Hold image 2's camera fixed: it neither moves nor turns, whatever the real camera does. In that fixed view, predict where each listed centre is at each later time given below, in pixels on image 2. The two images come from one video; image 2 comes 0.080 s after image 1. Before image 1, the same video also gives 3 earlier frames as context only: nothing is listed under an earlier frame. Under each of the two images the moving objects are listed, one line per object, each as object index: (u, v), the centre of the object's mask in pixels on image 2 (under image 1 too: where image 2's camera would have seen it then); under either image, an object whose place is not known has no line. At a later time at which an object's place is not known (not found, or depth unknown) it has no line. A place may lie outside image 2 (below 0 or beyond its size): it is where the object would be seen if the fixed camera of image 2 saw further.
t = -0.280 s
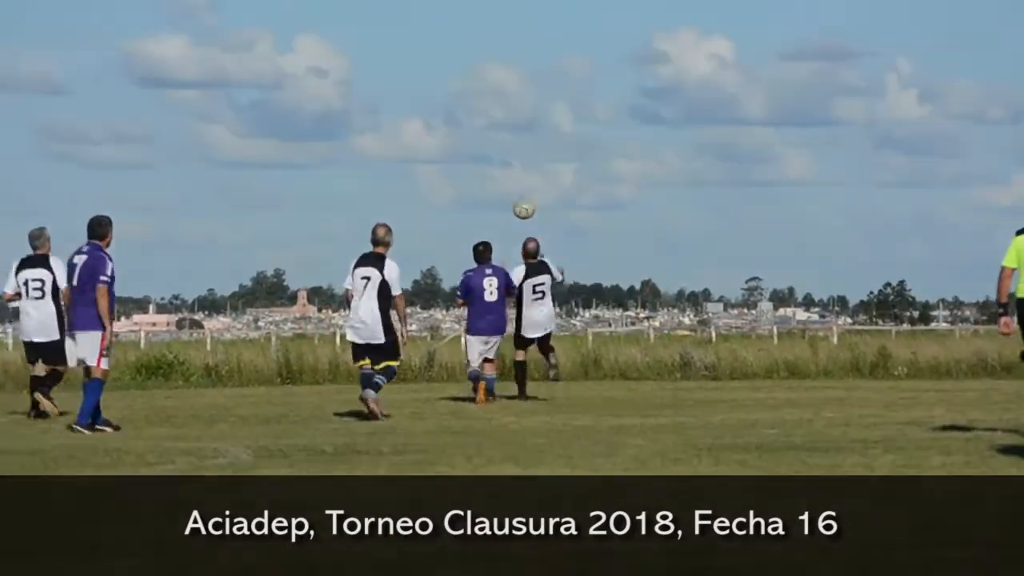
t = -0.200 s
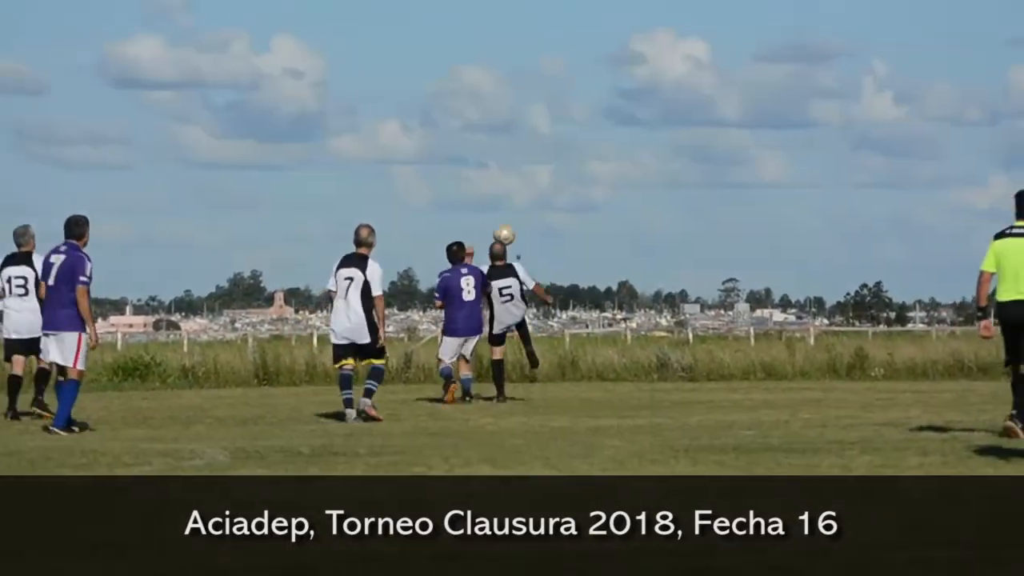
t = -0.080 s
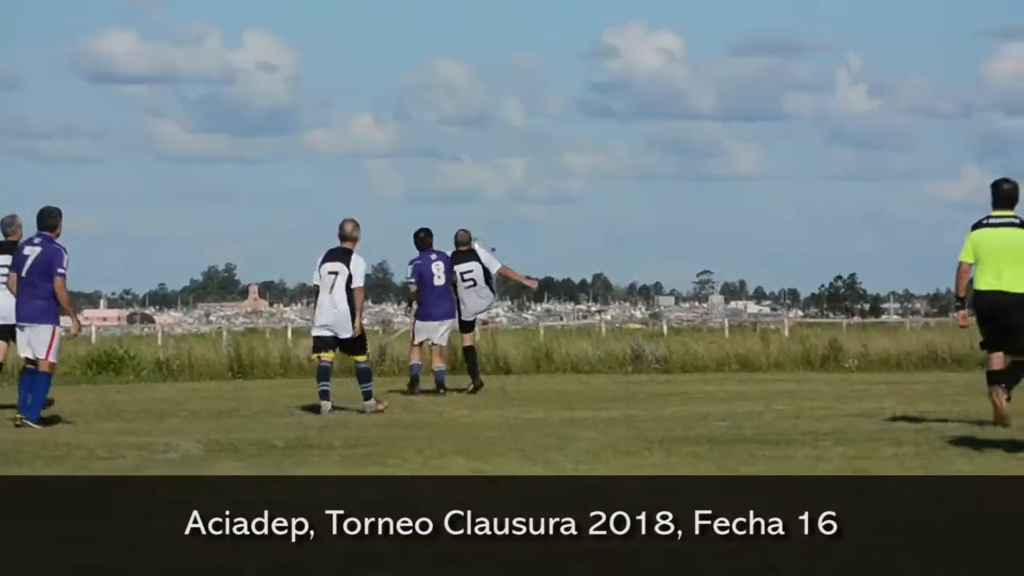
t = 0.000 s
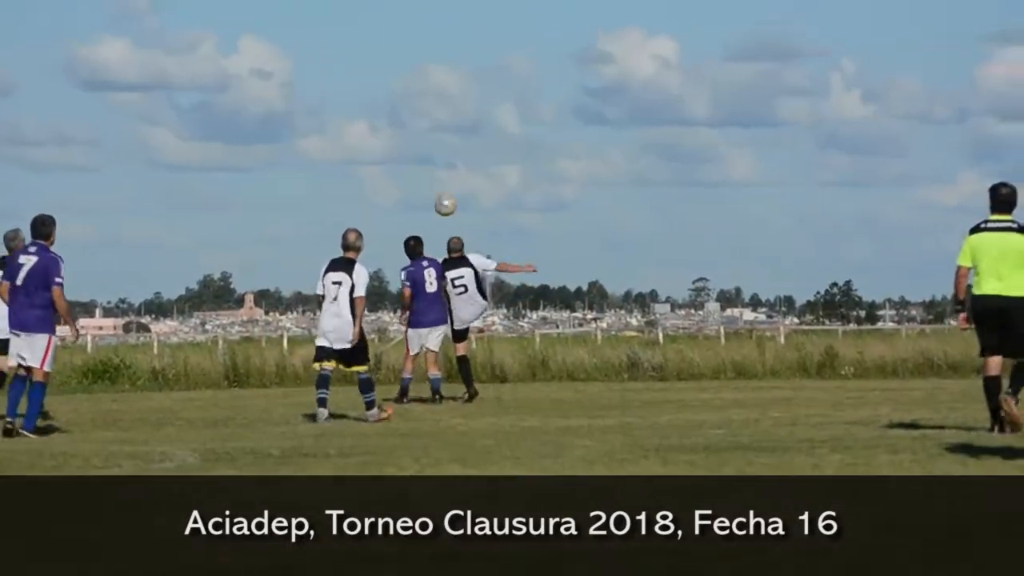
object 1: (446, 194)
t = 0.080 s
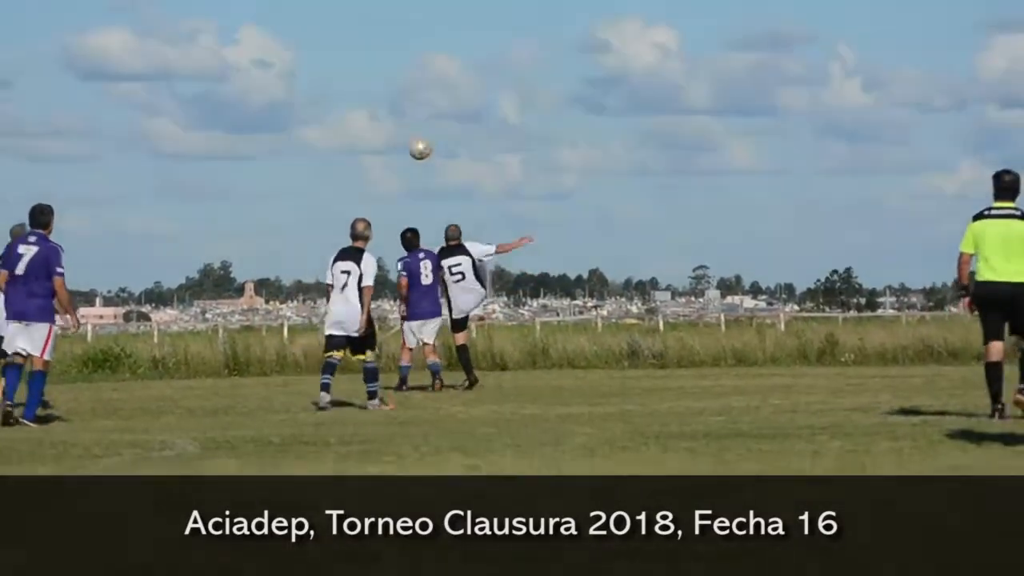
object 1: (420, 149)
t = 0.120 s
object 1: (406, 129)
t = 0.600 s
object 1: (234, 30)
